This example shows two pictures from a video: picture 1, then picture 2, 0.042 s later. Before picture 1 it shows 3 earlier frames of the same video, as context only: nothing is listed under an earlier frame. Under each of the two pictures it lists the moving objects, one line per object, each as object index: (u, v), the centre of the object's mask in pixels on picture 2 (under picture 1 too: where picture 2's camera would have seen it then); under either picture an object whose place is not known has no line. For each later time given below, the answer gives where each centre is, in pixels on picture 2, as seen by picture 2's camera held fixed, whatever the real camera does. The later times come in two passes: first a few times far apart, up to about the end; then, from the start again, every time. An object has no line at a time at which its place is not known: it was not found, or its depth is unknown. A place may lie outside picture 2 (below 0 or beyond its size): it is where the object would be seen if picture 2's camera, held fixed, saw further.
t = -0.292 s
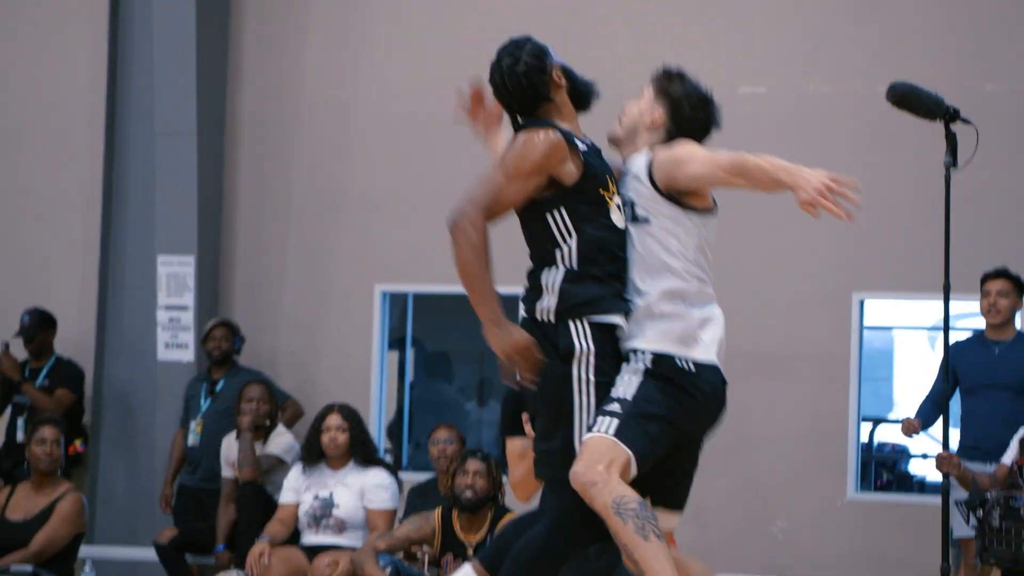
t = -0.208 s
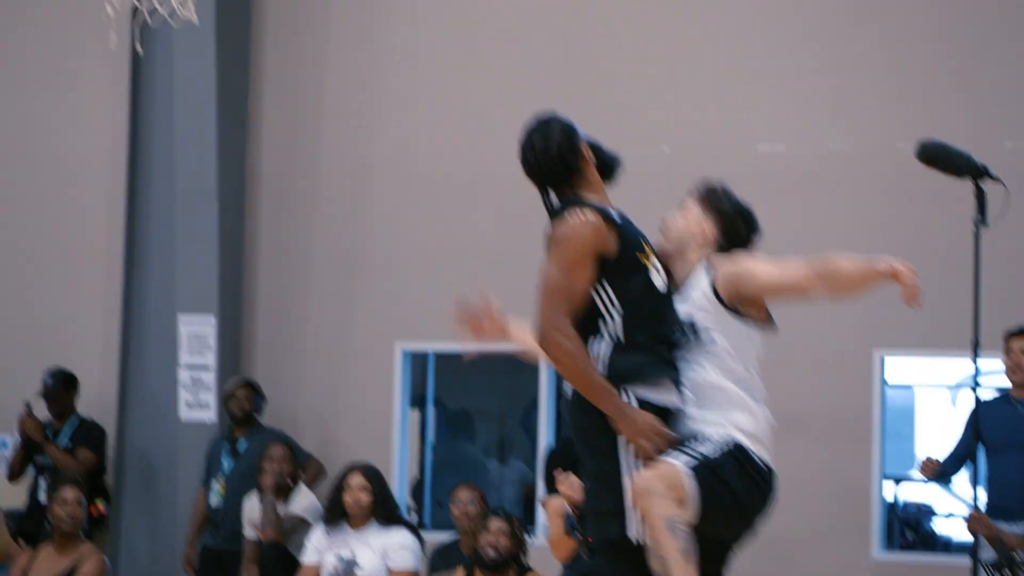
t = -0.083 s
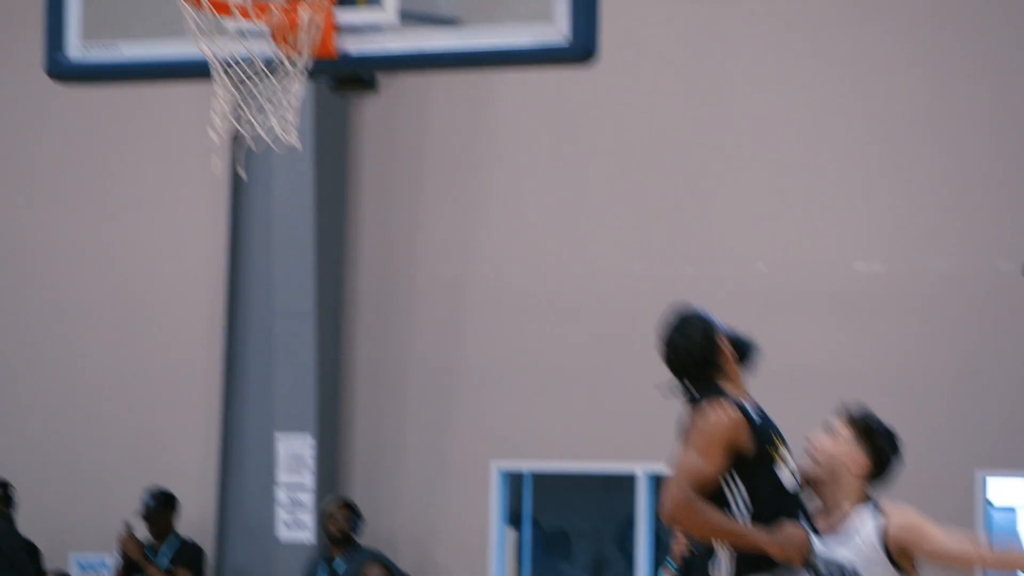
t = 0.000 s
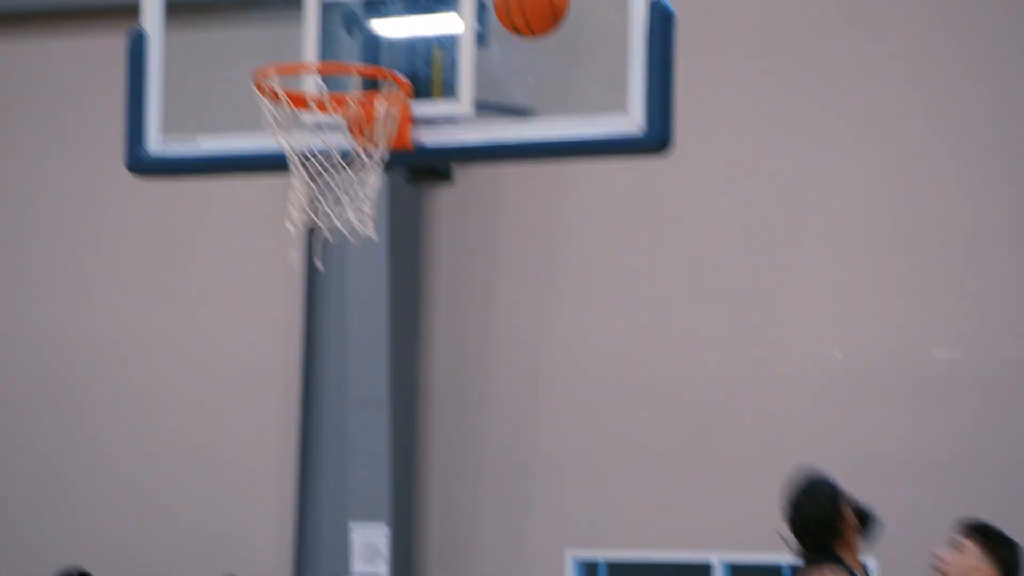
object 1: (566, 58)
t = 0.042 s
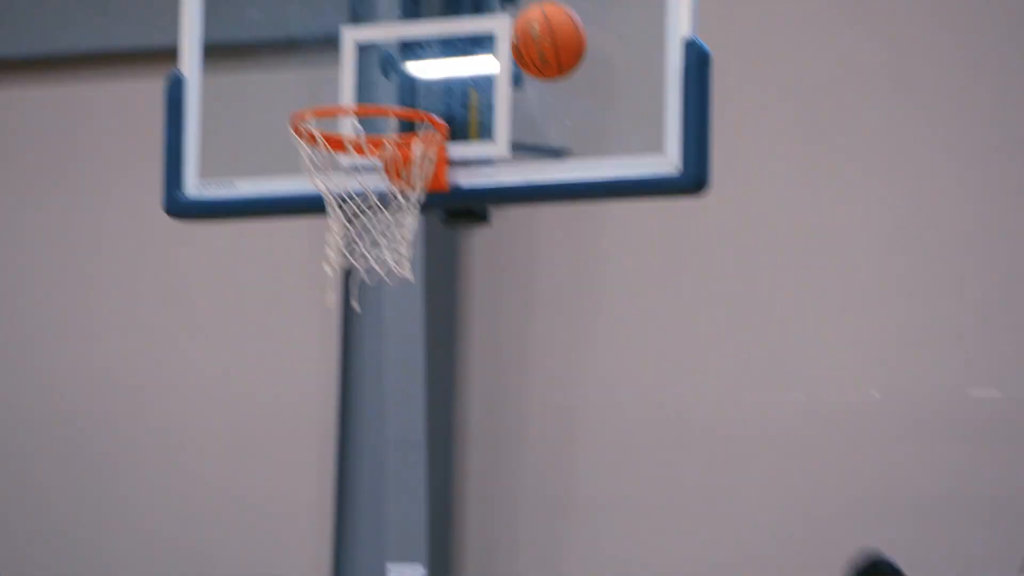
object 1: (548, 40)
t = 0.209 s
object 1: (488, 56)
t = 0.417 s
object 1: (432, 57)
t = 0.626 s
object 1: (389, 83)
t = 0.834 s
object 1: (345, 242)
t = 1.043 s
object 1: (332, 443)
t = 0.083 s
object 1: (531, 46)
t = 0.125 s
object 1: (517, 49)
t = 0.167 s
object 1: (503, 50)
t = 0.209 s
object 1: (488, 56)
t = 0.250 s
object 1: (474, 68)
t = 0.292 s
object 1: (458, 83)
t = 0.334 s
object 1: (448, 81)
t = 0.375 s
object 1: (440, 67)
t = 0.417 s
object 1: (432, 57)
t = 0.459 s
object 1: (423, 53)
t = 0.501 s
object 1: (415, 54)
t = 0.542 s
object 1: (406, 61)
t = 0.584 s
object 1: (398, 73)
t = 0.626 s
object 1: (389, 83)
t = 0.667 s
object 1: (382, 109)
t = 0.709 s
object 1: (370, 145)
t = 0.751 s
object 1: (362, 175)
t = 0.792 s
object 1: (352, 211)
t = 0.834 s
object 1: (345, 242)
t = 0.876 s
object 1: (343, 272)
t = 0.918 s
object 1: (340, 306)
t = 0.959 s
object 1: (338, 347)
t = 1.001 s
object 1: (335, 393)
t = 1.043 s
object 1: (332, 443)
